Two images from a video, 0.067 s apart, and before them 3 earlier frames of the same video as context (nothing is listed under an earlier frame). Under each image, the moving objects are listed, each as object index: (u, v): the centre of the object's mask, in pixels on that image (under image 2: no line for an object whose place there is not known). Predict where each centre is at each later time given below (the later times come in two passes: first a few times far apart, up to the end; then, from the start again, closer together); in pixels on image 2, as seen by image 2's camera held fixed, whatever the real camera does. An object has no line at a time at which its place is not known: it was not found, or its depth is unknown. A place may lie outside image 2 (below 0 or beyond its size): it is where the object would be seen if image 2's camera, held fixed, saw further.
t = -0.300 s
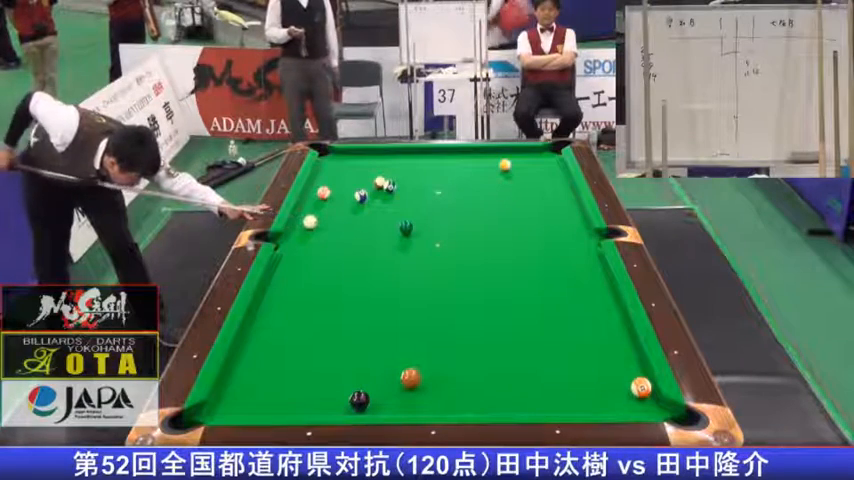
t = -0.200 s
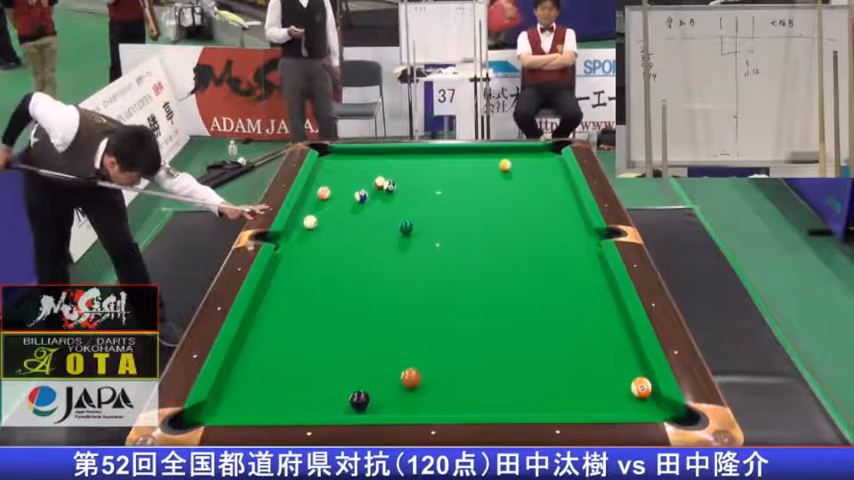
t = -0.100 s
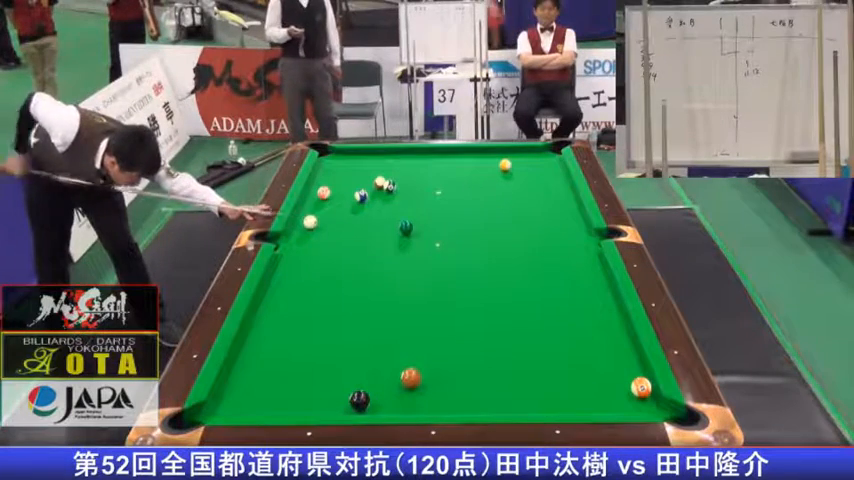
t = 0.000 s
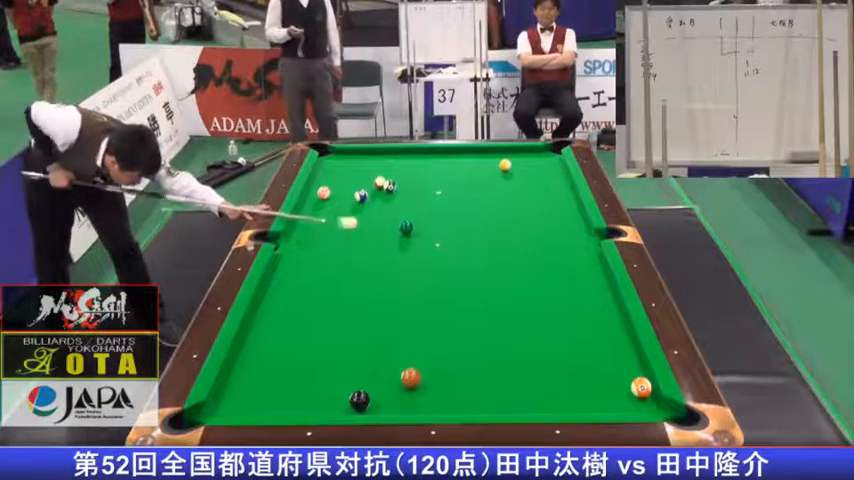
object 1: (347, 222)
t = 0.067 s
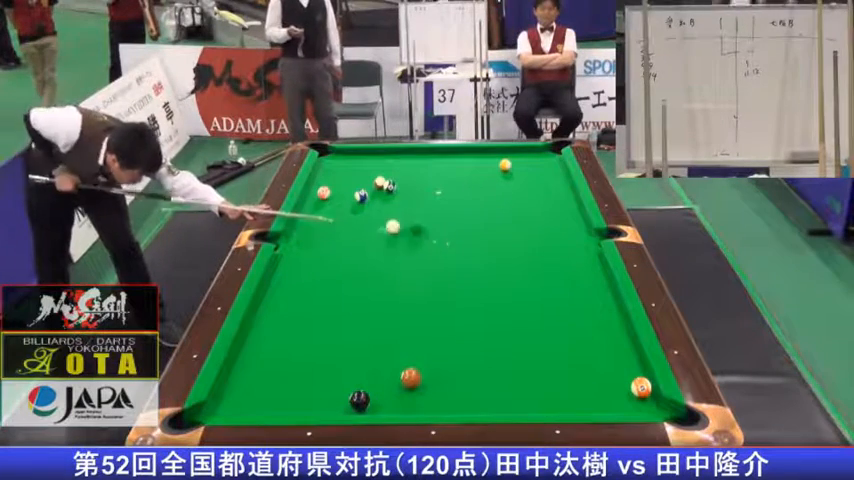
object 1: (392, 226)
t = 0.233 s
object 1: (405, 229)
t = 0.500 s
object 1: (457, 236)
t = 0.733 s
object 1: (507, 241)
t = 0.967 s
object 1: (558, 247)
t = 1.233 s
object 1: (584, 253)
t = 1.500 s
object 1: (553, 258)
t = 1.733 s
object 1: (527, 262)
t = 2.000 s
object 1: (497, 267)
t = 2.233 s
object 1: (473, 271)
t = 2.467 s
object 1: (449, 274)
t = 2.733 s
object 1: (422, 278)
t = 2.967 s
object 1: (400, 282)
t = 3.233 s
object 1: (376, 285)
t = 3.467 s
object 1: (355, 289)
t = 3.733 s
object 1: (333, 292)
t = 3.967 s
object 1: (315, 295)
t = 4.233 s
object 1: (296, 298)
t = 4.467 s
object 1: (281, 300)
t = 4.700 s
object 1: (267, 303)
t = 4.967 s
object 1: (260, 304)
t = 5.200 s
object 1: (265, 305)
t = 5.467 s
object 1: (271, 306)
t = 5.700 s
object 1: (274, 306)
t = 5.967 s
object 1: (277, 306)
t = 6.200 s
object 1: (278, 306)
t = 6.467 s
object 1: (279, 307)
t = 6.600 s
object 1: (279, 307)
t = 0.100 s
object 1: (393, 227)
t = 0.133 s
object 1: (395, 227)
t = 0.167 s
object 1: (398, 228)
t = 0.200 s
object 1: (401, 229)
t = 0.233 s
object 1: (405, 229)
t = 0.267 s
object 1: (410, 230)
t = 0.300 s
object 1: (415, 231)
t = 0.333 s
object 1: (422, 232)
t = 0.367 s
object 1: (428, 232)
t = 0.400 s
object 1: (436, 233)
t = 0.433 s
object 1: (443, 234)
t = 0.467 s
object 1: (450, 235)
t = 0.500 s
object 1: (457, 236)
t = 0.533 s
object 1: (464, 236)
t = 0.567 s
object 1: (471, 237)
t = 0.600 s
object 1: (479, 238)
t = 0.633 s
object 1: (486, 239)
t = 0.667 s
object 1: (493, 240)
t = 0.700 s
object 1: (500, 240)
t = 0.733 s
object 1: (507, 241)
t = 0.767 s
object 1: (514, 242)
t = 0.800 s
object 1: (522, 243)
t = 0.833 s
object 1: (529, 243)
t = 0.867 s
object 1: (536, 244)
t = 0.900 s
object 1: (543, 245)
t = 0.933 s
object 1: (551, 246)
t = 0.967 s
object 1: (558, 247)
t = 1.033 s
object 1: (572, 248)
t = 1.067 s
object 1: (579, 249)
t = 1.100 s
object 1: (587, 250)
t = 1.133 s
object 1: (593, 250)
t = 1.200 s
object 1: (588, 252)
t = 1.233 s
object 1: (584, 253)
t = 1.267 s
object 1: (580, 253)
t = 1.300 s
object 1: (576, 254)
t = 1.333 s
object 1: (572, 255)
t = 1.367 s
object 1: (568, 255)
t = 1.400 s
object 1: (565, 256)
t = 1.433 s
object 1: (561, 256)
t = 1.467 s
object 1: (557, 257)
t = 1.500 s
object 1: (553, 258)
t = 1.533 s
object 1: (550, 258)
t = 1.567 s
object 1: (546, 259)
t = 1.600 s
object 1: (542, 260)
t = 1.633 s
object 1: (538, 261)
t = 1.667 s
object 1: (534, 261)
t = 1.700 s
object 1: (530, 262)
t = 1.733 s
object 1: (527, 262)
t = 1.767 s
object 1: (523, 263)
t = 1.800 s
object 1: (520, 263)
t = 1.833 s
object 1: (516, 264)
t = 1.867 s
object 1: (512, 264)
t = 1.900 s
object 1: (509, 265)
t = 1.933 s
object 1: (505, 265)
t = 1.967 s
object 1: (501, 266)
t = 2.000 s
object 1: (497, 267)
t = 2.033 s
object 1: (494, 267)
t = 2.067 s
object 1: (491, 268)
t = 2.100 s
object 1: (487, 268)
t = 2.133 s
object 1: (483, 269)
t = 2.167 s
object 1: (480, 270)
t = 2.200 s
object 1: (476, 270)
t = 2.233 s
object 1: (473, 271)
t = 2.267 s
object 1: (469, 271)
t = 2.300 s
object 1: (466, 272)
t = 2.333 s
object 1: (462, 272)
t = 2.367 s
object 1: (459, 273)
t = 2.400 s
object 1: (456, 273)
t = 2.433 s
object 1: (452, 274)
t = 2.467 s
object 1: (449, 274)
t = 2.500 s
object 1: (445, 275)
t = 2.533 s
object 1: (442, 275)
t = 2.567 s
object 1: (439, 275)
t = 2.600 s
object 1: (435, 276)
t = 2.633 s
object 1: (432, 277)
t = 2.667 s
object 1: (429, 277)
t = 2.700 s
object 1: (425, 278)
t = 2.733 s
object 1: (422, 278)
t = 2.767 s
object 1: (419, 279)
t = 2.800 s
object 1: (416, 279)
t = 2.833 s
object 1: (413, 280)
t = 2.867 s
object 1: (409, 280)
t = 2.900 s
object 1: (406, 281)
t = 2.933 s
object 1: (403, 281)
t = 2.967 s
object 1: (400, 282)
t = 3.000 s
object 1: (396, 282)
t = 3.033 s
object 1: (394, 283)
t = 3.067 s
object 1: (391, 283)
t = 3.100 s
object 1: (387, 284)
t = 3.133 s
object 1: (385, 284)
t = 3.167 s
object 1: (381, 285)
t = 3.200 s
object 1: (379, 285)
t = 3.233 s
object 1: (376, 285)
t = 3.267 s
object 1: (373, 286)
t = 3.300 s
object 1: (370, 286)
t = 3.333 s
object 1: (367, 287)
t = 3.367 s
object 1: (364, 287)
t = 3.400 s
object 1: (361, 288)
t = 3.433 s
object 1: (358, 288)
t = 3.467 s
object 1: (355, 289)
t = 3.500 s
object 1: (352, 289)
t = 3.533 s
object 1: (349, 290)
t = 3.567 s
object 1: (347, 290)
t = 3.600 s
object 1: (344, 290)
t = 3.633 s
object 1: (341, 291)
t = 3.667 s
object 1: (339, 291)
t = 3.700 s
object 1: (336, 292)
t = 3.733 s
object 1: (333, 292)
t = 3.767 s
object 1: (330, 293)
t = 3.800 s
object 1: (328, 293)
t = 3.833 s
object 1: (325, 294)
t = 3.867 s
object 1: (323, 294)
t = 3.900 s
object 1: (320, 294)
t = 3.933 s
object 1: (318, 295)
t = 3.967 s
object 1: (315, 295)
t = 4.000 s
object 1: (313, 295)
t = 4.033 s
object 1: (310, 296)
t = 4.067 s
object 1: (308, 296)
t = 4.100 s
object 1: (305, 297)
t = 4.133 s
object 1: (303, 297)
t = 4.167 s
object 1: (301, 297)
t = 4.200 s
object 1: (298, 298)
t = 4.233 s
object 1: (296, 298)
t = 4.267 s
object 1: (294, 298)
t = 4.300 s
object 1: (292, 299)
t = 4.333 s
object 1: (289, 299)
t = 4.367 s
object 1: (288, 299)
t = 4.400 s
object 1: (285, 300)
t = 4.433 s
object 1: (282, 300)
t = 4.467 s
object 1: (281, 300)
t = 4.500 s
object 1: (278, 300)
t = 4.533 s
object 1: (277, 301)
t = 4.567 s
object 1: (275, 301)
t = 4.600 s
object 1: (274, 302)
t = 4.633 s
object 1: (271, 302)
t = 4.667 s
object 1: (269, 302)
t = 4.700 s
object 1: (267, 303)
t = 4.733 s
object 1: (265, 303)
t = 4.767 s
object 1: (263, 303)
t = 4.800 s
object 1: (261, 303)
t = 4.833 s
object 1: (259, 303)
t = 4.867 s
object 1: (258, 304)
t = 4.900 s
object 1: (258, 304)
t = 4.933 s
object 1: (258, 304)
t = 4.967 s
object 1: (260, 304)
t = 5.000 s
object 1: (260, 304)
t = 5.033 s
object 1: (262, 304)
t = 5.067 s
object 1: (262, 304)
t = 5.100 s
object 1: (263, 305)
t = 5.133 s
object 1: (264, 305)
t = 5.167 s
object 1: (264, 305)
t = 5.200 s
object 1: (265, 305)
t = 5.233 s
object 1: (266, 305)
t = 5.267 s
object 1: (266, 305)
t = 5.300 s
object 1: (267, 305)
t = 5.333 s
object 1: (268, 305)
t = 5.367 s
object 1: (269, 306)
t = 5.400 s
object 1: (269, 305)
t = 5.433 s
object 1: (270, 306)
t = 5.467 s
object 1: (271, 306)
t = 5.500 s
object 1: (271, 306)
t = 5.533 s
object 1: (271, 306)
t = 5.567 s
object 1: (272, 306)
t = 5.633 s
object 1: (273, 306)
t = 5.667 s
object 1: (273, 306)
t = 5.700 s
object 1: (274, 306)
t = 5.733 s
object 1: (275, 306)
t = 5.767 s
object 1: (275, 306)
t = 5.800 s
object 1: (275, 306)
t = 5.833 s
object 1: (275, 306)
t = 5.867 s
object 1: (276, 306)
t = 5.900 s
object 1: (276, 306)
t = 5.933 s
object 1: (276, 306)
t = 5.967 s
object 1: (277, 306)
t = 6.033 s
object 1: (277, 306)
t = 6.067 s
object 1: (277, 306)
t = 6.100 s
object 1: (278, 306)
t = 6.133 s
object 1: (278, 306)
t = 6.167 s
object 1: (278, 306)
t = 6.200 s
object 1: (278, 306)
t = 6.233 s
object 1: (278, 306)
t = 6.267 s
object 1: (278, 306)
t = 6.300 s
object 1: (278, 306)
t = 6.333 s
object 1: (278, 306)
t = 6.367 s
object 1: (278, 306)
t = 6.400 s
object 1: (278, 306)
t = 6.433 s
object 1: (278, 306)
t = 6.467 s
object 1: (279, 307)
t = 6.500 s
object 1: (279, 307)
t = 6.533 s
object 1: (279, 307)
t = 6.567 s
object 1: (279, 307)
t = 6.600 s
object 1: (279, 307)
